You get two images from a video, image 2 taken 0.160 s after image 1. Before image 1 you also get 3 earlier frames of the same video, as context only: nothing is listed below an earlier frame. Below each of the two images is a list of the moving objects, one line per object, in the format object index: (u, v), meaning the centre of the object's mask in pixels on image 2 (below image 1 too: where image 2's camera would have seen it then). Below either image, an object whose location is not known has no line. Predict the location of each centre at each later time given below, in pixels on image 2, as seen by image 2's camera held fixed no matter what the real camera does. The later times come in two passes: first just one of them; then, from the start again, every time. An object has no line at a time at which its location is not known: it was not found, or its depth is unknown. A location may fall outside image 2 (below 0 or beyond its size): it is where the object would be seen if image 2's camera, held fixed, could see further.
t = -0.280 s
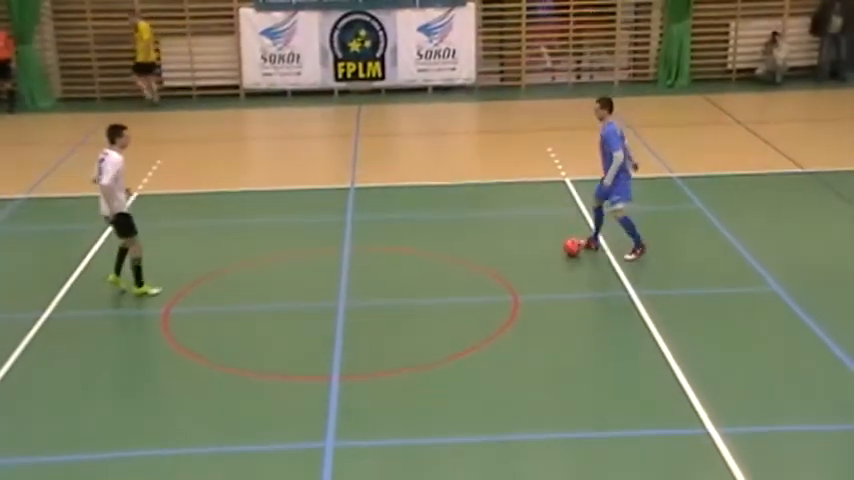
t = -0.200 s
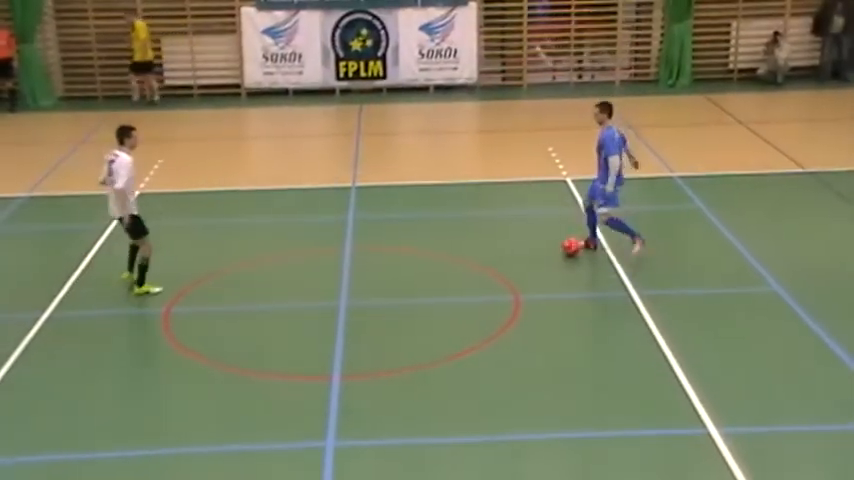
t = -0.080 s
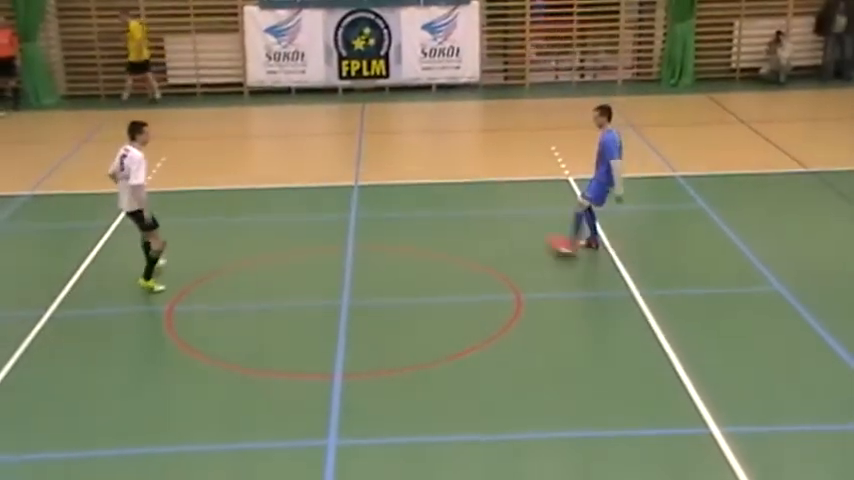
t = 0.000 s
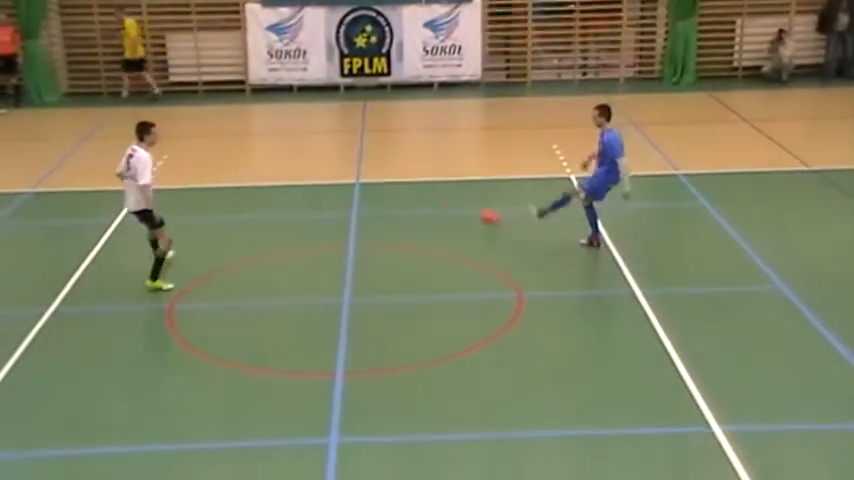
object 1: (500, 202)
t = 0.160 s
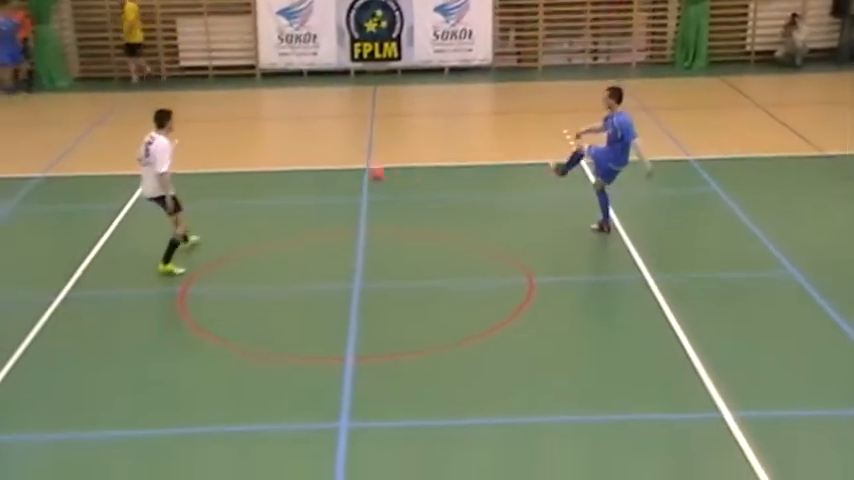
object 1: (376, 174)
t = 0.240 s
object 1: (326, 169)
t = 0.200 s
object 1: (351, 170)
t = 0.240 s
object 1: (326, 169)
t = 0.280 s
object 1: (303, 166)
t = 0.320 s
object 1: (281, 158)
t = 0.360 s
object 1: (261, 152)
